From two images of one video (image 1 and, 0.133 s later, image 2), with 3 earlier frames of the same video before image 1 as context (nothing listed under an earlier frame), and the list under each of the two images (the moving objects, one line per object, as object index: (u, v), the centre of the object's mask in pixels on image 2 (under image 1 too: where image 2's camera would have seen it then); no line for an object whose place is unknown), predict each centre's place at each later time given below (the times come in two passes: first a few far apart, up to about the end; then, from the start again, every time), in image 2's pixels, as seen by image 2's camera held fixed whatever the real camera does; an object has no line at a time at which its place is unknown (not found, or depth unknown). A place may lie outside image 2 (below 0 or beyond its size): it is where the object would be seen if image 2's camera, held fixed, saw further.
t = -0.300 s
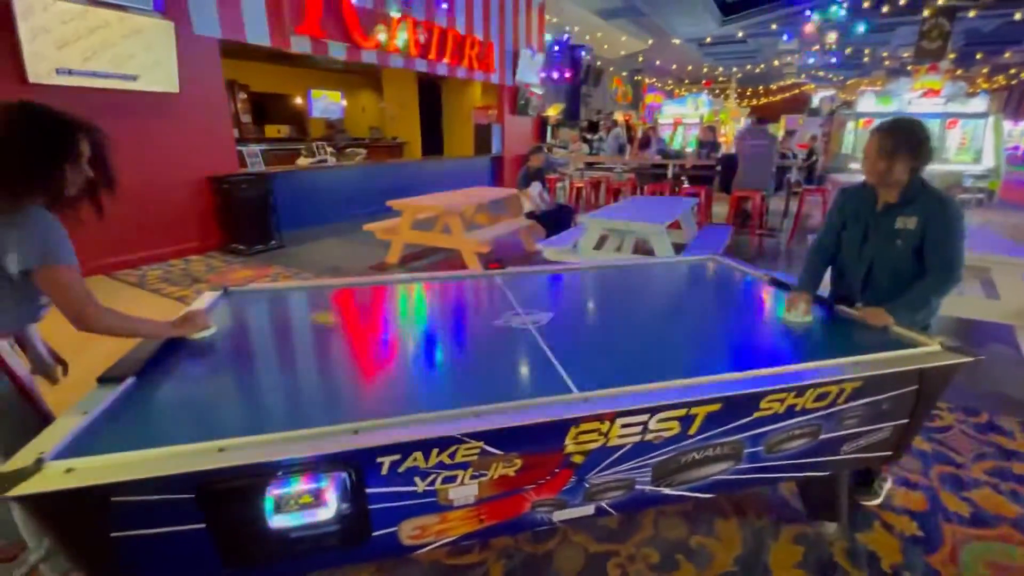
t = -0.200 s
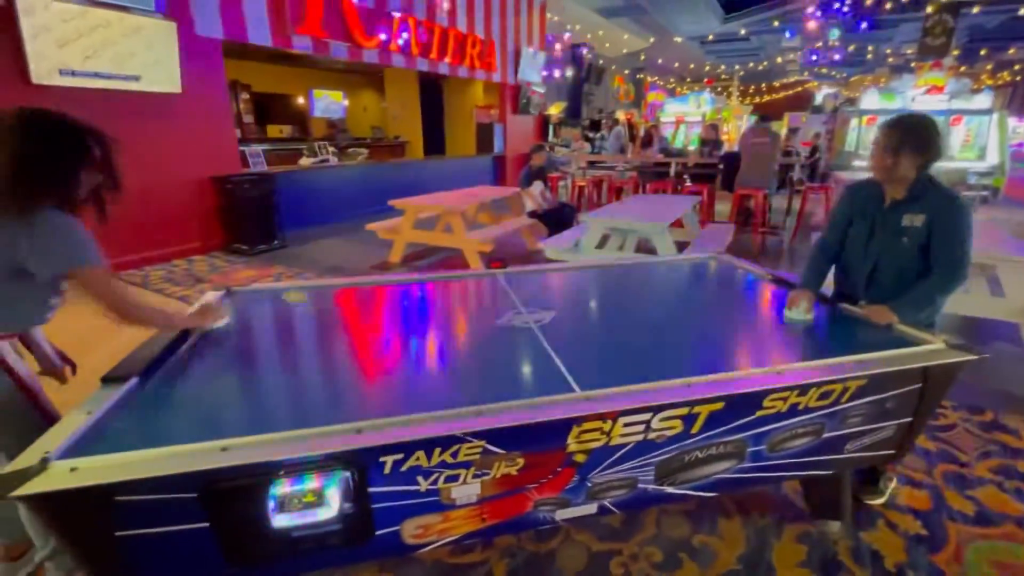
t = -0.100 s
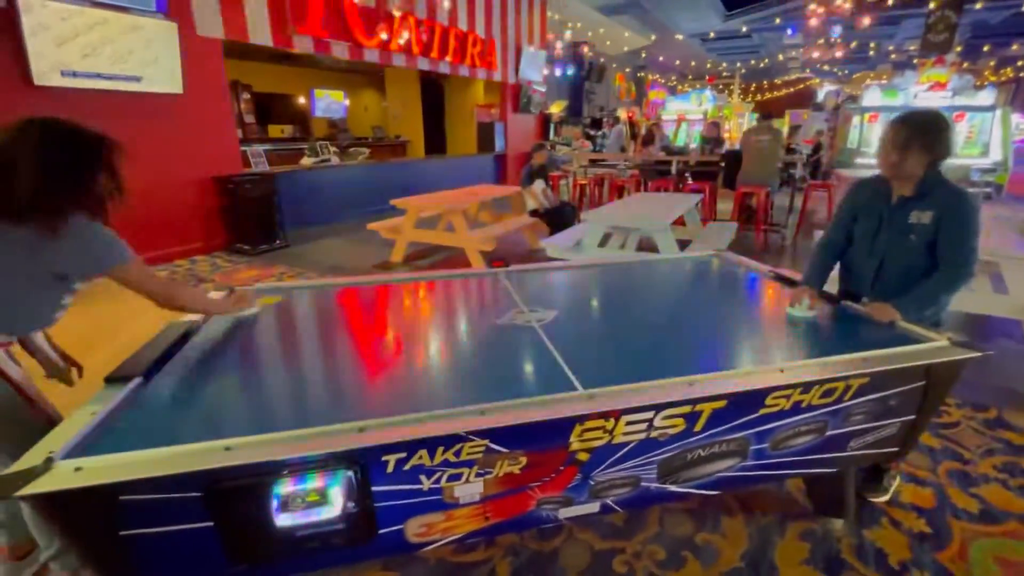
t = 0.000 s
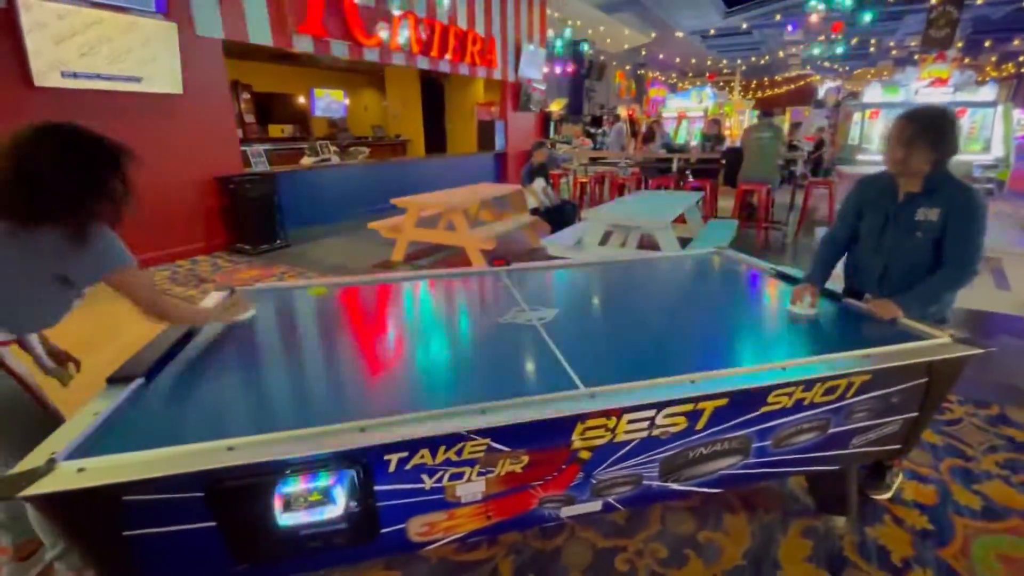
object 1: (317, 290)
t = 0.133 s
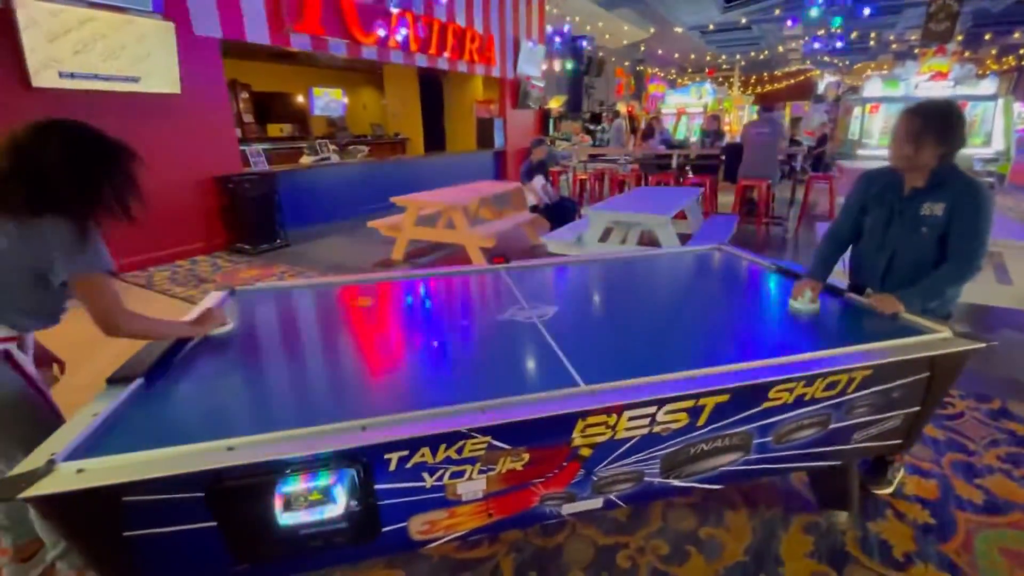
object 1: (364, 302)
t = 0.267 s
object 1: (411, 317)
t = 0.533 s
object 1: (537, 349)
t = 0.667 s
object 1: (619, 370)
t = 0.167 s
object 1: (371, 305)
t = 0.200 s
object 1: (386, 310)
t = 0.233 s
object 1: (398, 313)
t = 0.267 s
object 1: (411, 317)
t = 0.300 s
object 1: (426, 321)
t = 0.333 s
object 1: (438, 324)
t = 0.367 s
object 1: (454, 328)
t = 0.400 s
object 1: (471, 332)
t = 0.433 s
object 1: (488, 335)
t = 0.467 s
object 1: (503, 340)
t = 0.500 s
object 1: (519, 344)
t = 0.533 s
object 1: (537, 349)
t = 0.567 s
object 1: (557, 354)
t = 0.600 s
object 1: (578, 360)
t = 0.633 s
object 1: (598, 365)
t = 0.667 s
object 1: (619, 370)
